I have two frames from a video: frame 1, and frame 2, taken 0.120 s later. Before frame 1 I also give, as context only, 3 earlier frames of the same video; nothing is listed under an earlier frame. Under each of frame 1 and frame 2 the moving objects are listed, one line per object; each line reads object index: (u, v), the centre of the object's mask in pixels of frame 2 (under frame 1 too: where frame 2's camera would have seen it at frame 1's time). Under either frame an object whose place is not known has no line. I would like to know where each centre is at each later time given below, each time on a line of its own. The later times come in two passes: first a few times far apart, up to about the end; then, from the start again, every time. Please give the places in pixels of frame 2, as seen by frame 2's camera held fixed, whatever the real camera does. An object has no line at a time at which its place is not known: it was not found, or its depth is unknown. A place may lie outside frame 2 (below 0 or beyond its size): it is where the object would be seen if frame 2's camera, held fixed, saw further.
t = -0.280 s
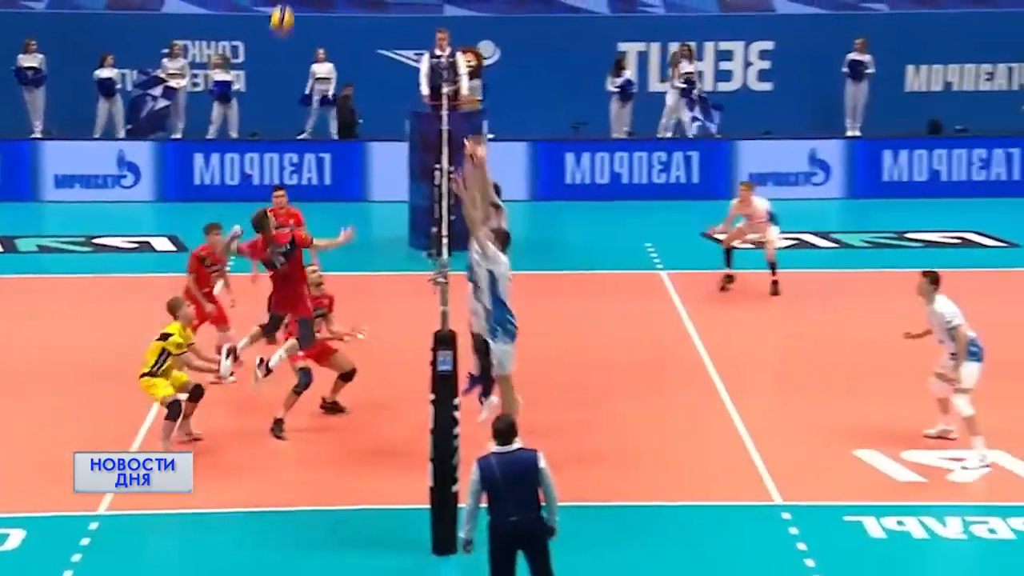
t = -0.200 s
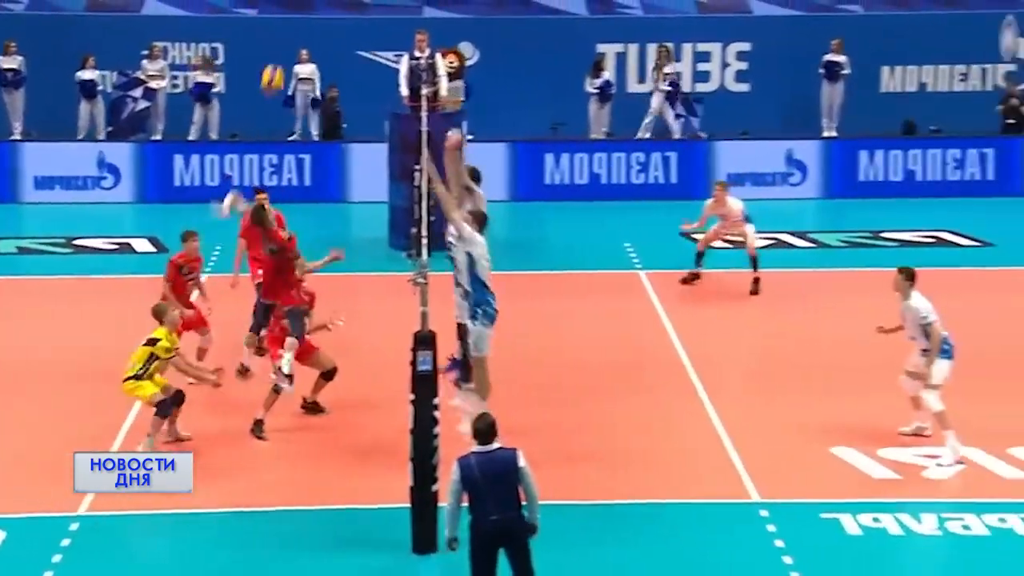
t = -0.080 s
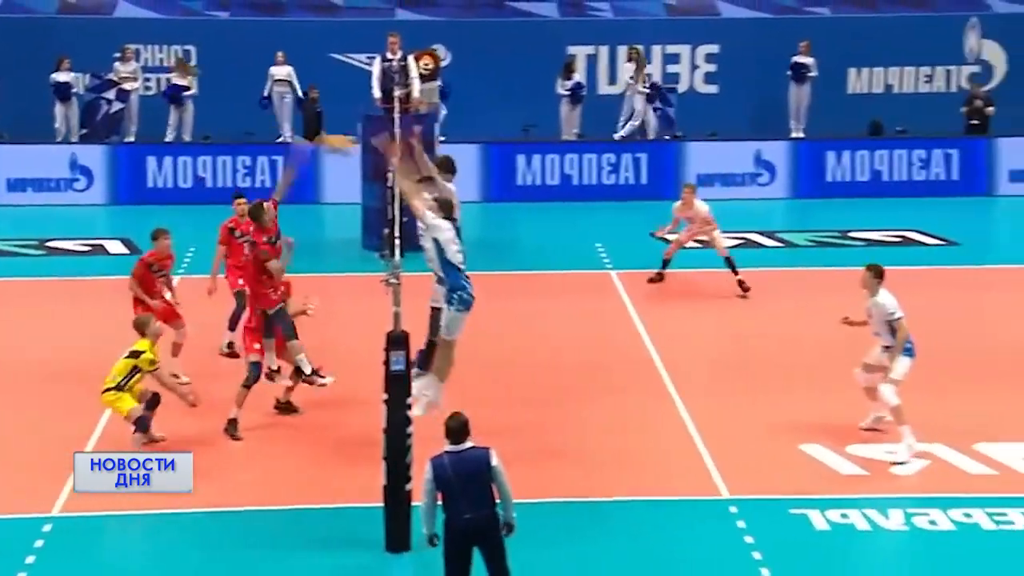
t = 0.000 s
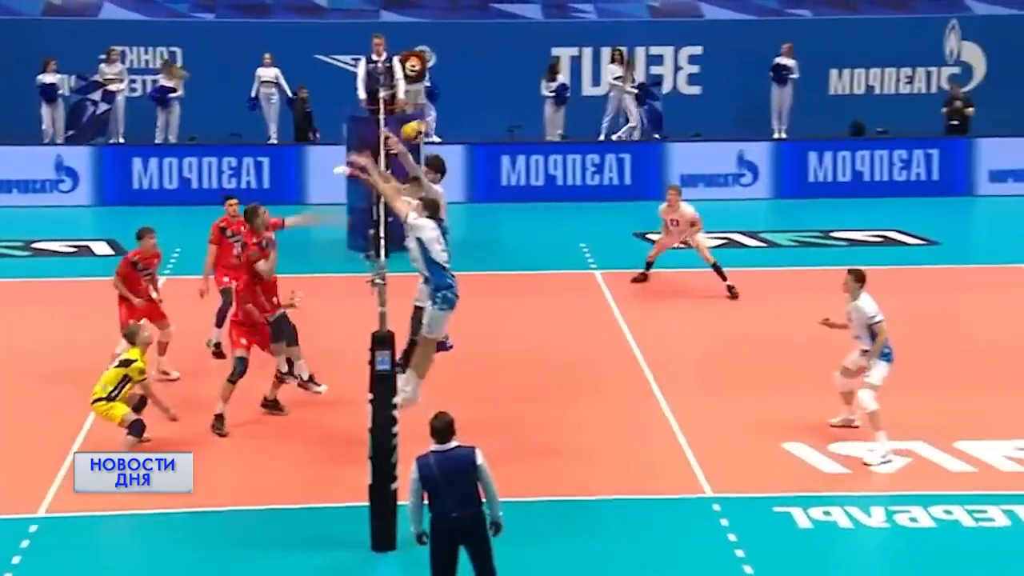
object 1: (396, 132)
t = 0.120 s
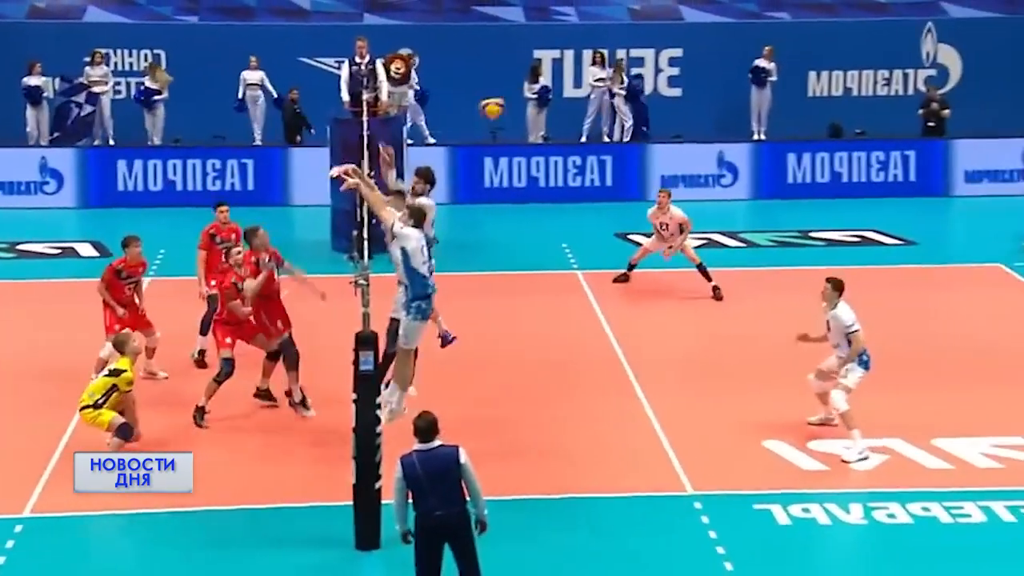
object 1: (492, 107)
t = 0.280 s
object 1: (610, 101)
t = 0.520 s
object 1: (767, 142)
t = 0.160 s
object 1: (523, 104)
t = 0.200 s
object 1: (551, 100)
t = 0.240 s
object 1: (580, 102)
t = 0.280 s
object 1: (610, 101)
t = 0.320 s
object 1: (637, 105)
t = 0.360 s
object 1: (664, 109)
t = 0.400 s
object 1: (690, 114)
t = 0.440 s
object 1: (716, 122)
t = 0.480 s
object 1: (741, 131)
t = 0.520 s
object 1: (767, 142)
